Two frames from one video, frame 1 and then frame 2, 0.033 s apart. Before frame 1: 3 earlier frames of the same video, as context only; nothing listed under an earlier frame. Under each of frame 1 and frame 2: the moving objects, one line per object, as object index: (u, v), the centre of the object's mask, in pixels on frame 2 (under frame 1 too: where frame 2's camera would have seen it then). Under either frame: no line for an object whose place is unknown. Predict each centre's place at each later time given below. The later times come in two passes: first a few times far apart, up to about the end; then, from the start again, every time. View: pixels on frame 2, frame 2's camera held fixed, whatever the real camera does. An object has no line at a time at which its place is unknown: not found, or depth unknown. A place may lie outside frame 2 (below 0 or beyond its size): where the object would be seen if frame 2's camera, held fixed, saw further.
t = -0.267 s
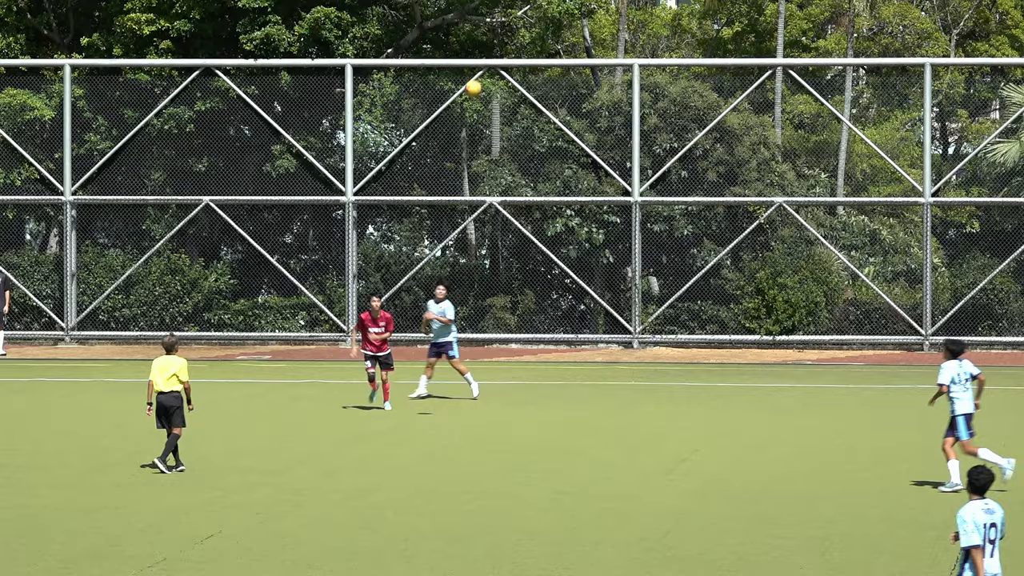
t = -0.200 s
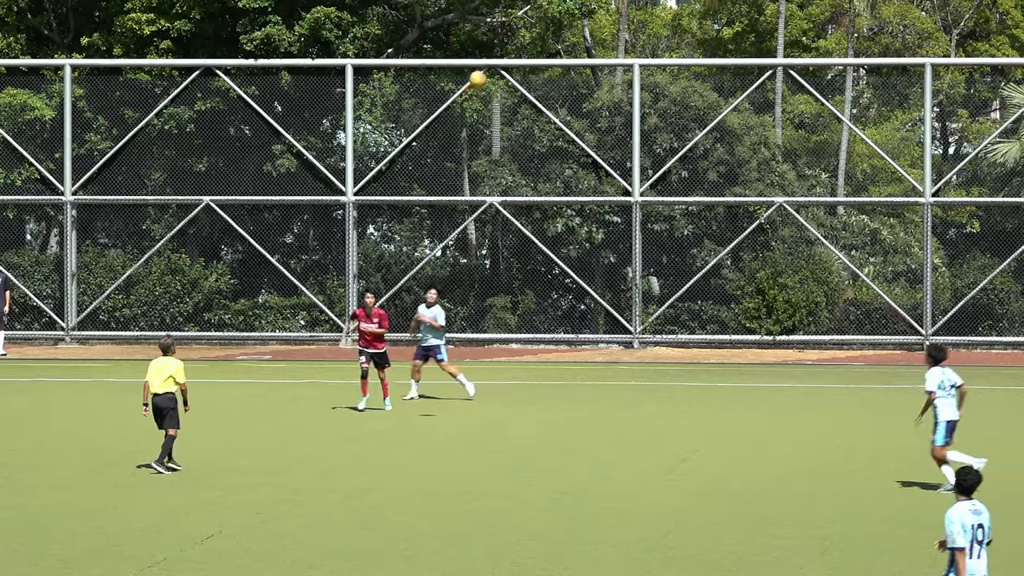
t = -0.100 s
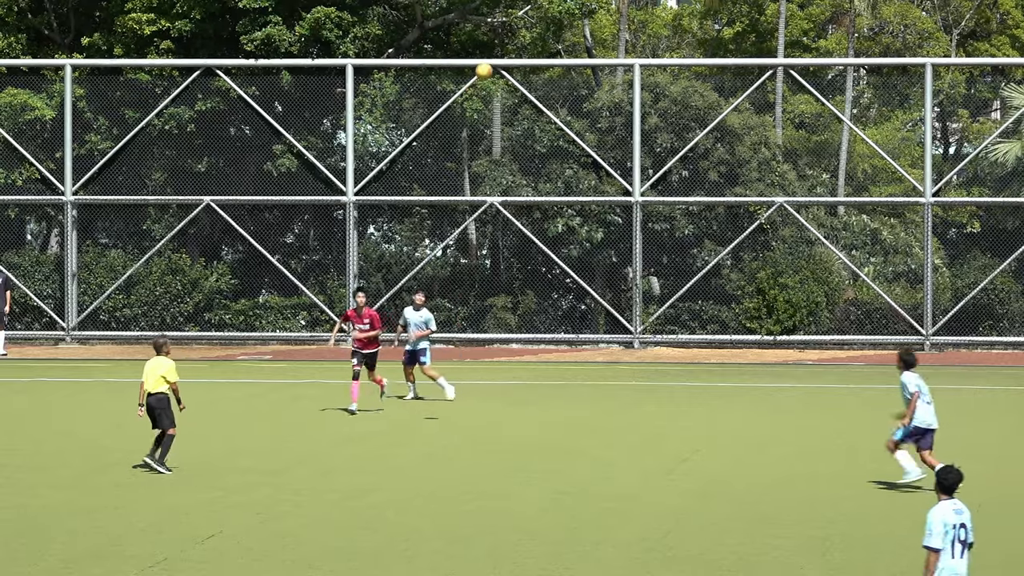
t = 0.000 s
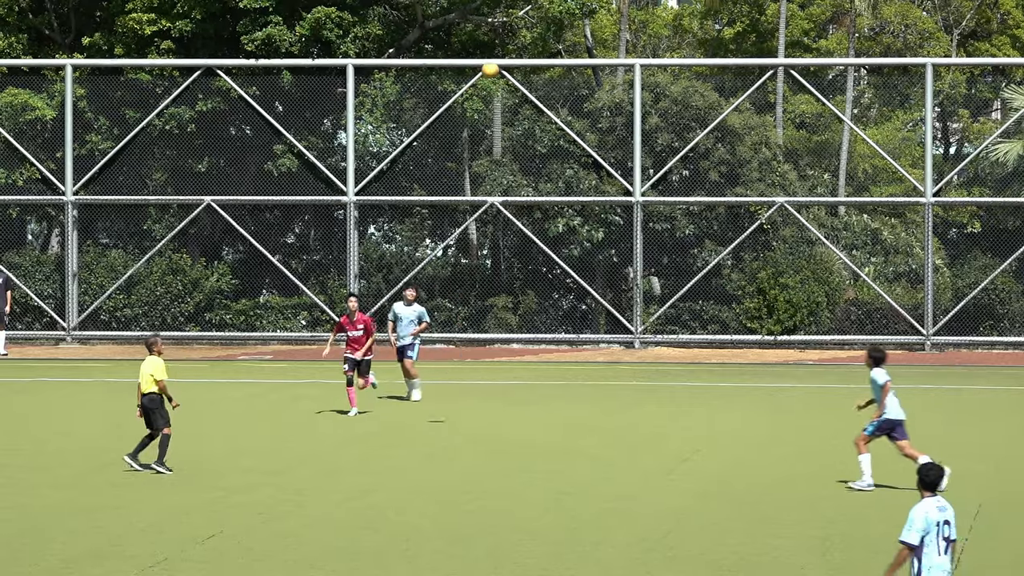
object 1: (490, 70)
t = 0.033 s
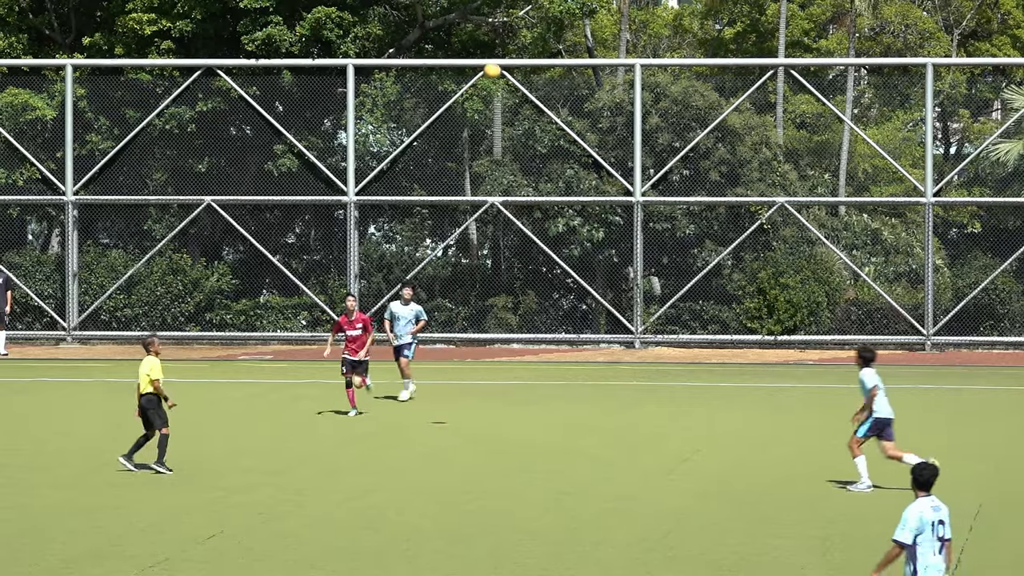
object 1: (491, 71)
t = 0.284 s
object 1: (508, 106)
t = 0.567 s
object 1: (528, 208)
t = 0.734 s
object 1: (540, 293)
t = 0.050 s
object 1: (492, 71)
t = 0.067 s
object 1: (493, 72)
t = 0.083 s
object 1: (494, 74)
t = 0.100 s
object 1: (496, 76)
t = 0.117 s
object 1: (497, 77)
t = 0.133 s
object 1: (498, 79)
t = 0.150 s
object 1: (499, 81)
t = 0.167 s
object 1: (500, 84)
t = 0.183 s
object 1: (501, 87)
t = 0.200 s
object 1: (502, 90)
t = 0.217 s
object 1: (503, 93)
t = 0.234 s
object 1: (504, 95)
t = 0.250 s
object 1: (505, 99)
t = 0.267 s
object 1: (506, 102)
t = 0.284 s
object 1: (508, 106)
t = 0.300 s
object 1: (508, 111)
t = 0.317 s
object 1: (510, 115)
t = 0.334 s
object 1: (511, 119)
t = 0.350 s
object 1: (512, 124)
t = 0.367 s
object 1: (514, 129)
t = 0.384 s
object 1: (515, 134)
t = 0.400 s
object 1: (516, 140)
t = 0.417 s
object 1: (517, 146)
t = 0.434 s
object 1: (518, 151)
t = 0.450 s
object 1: (519, 157)
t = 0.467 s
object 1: (521, 164)
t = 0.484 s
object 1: (522, 170)
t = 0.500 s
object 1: (523, 176)
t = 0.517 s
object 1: (524, 183)
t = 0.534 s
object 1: (525, 190)
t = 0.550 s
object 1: (526, 198)
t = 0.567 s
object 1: (528, 208)
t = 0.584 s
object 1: (529, 213)
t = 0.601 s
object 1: (530, 221)
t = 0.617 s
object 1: (532, 229)
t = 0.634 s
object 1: (532, 239)
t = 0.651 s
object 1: (534, 248)
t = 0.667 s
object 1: (535, 256)
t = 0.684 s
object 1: (537, 265)
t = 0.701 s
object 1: (538, 274)
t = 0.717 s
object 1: (540, 284)
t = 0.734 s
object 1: (540, 293)
